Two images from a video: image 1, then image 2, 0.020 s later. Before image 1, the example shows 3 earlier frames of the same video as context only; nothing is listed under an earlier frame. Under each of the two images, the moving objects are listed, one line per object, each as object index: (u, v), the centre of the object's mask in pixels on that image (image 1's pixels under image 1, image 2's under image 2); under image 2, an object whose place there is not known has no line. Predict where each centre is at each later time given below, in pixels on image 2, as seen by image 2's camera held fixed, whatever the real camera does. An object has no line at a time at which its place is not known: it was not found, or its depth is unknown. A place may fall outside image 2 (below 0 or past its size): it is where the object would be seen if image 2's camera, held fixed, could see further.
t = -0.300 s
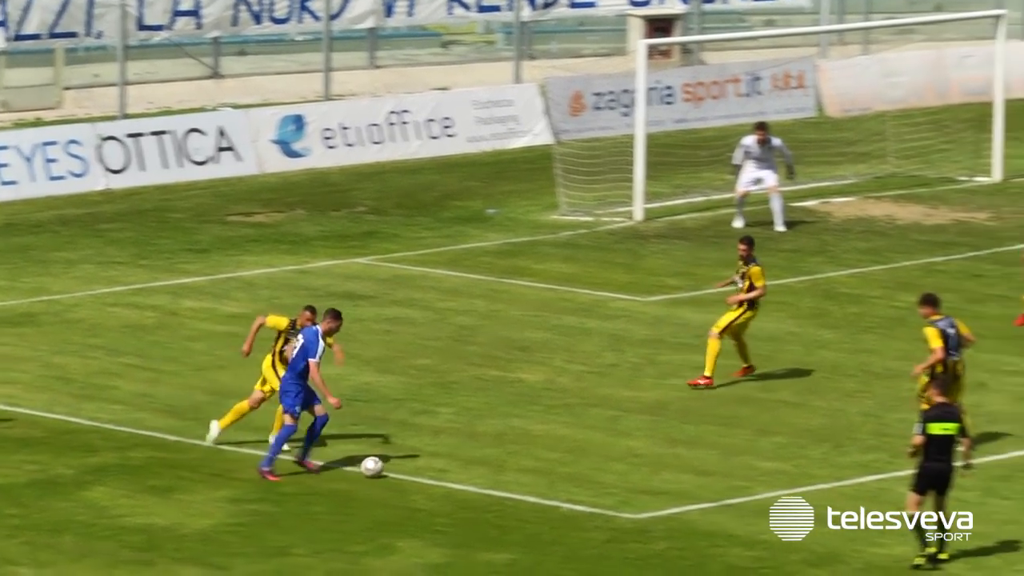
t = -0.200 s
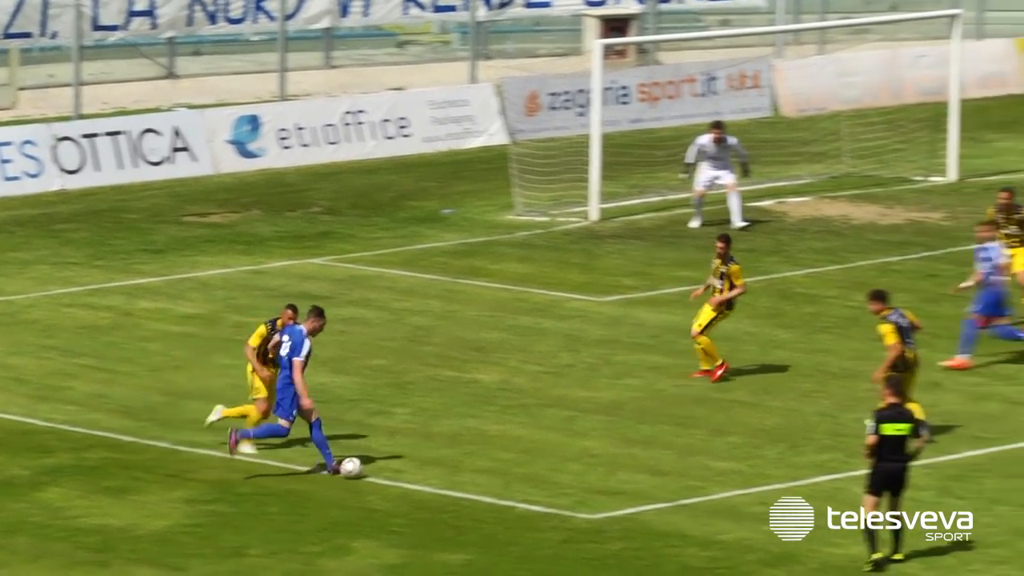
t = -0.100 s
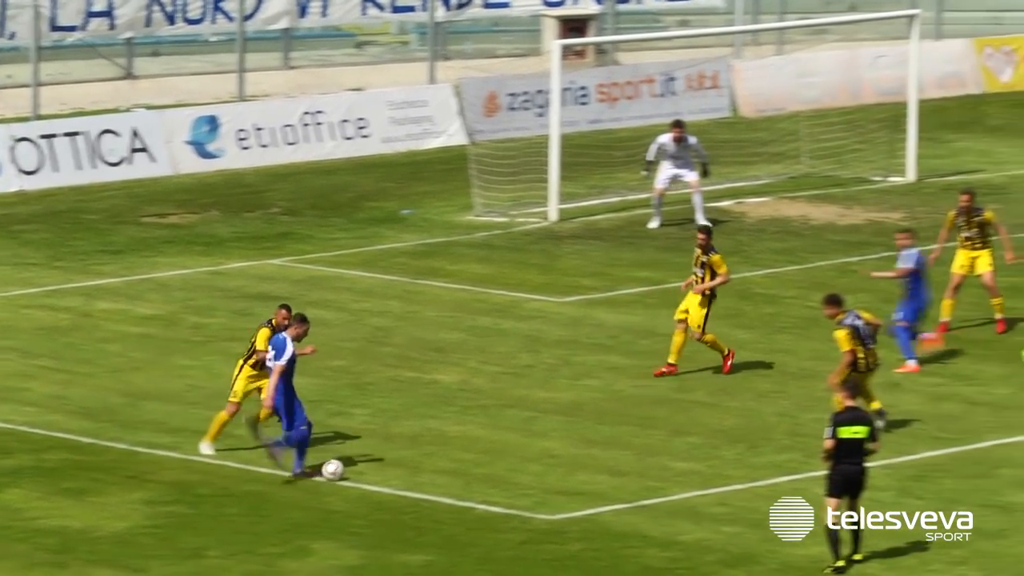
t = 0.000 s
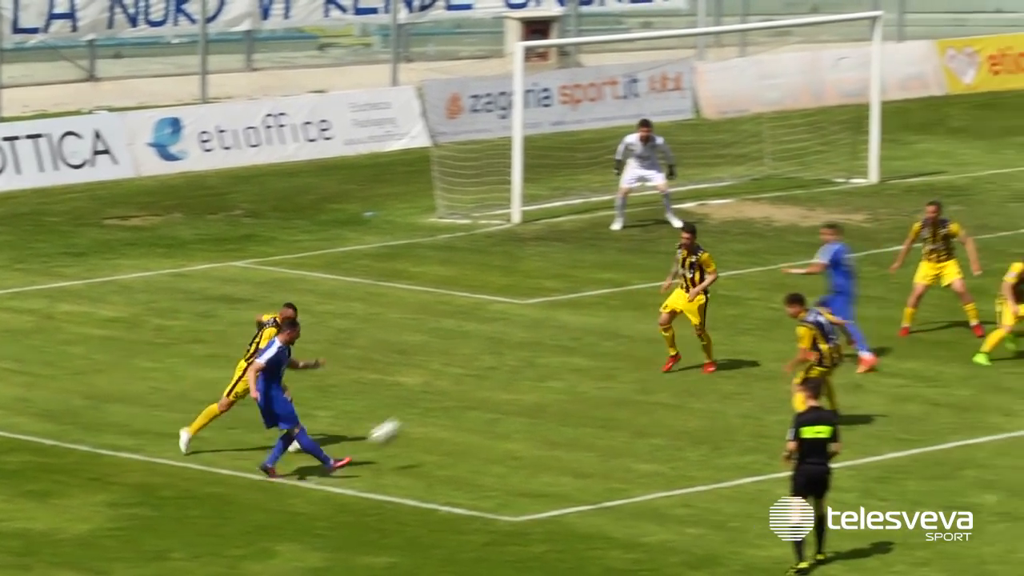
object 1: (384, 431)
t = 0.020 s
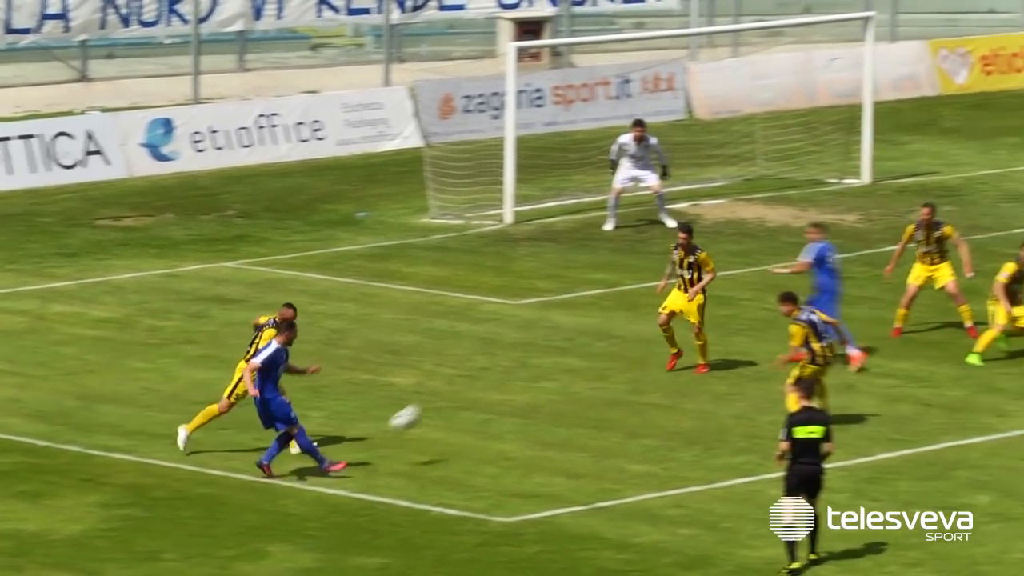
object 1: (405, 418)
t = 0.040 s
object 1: (434, 404)
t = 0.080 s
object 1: (486, 378)
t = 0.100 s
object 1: (512, 365)
